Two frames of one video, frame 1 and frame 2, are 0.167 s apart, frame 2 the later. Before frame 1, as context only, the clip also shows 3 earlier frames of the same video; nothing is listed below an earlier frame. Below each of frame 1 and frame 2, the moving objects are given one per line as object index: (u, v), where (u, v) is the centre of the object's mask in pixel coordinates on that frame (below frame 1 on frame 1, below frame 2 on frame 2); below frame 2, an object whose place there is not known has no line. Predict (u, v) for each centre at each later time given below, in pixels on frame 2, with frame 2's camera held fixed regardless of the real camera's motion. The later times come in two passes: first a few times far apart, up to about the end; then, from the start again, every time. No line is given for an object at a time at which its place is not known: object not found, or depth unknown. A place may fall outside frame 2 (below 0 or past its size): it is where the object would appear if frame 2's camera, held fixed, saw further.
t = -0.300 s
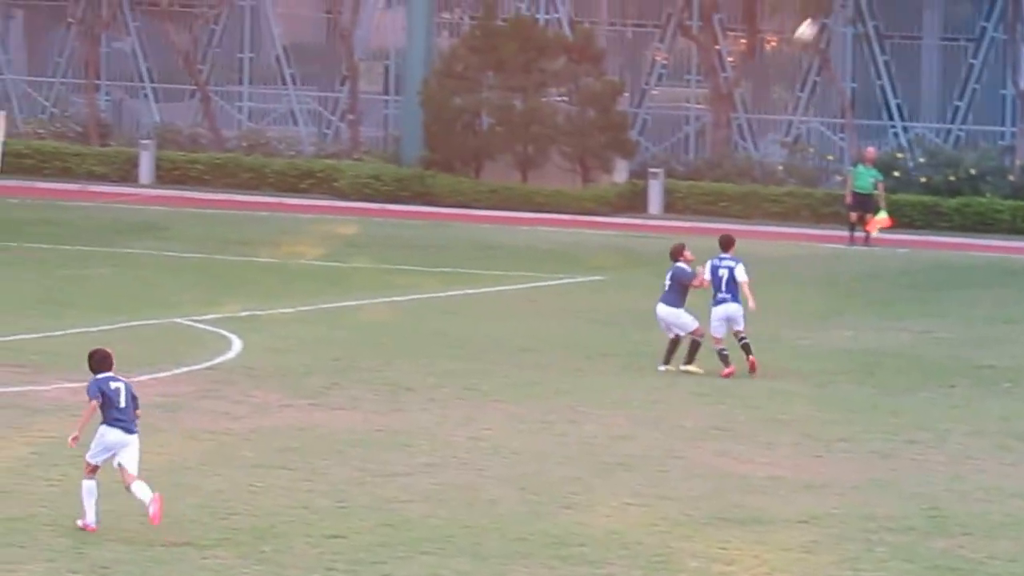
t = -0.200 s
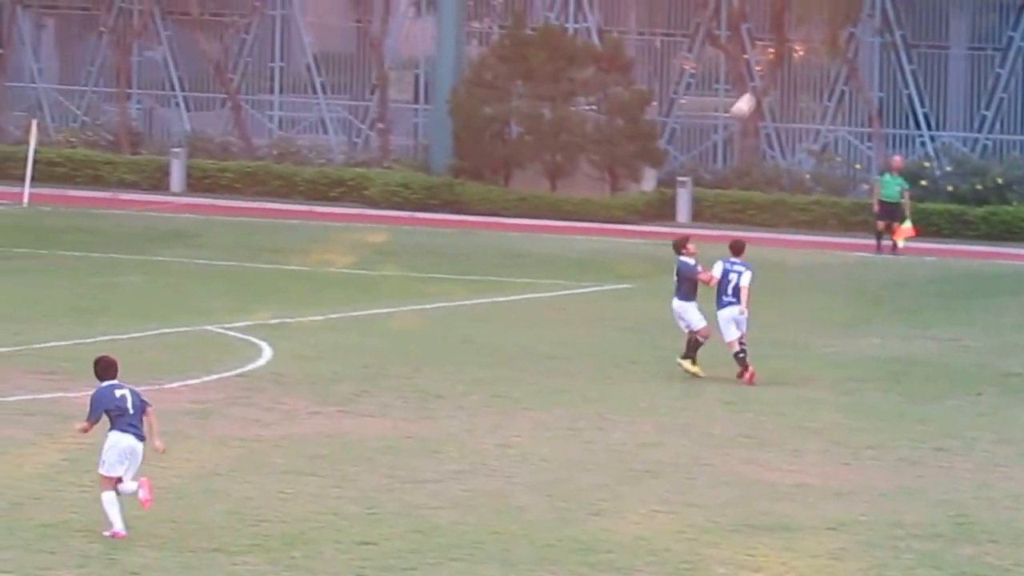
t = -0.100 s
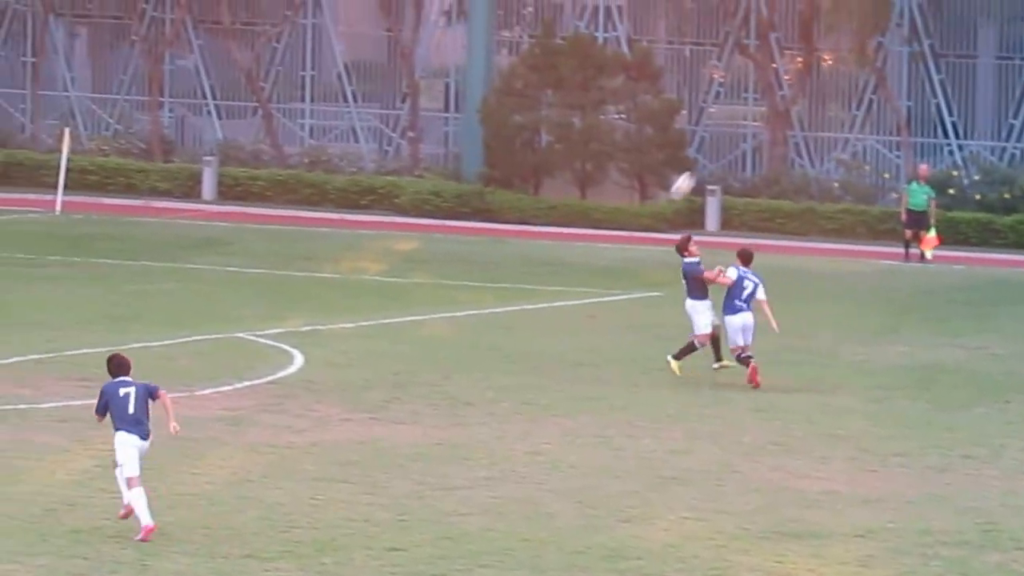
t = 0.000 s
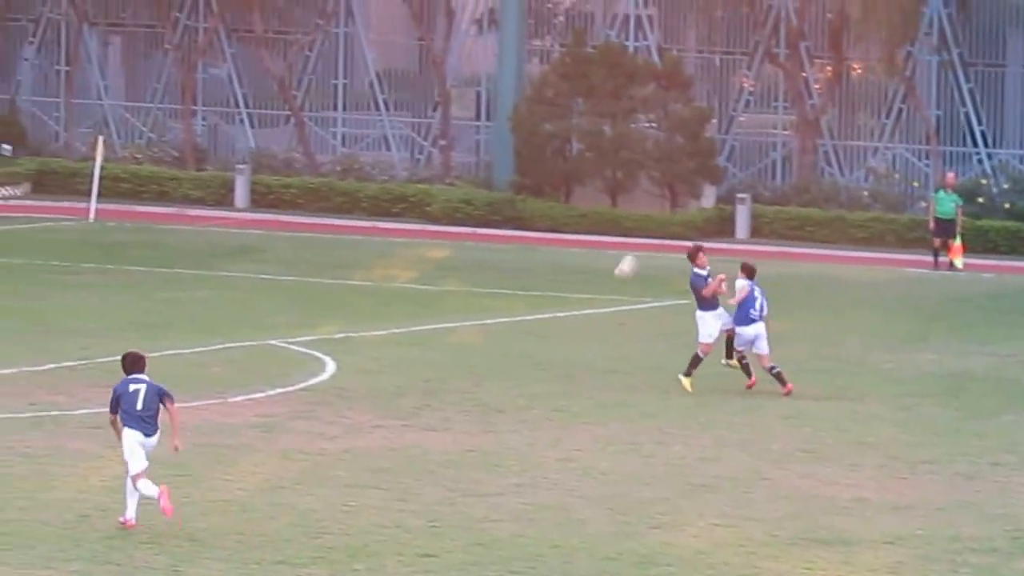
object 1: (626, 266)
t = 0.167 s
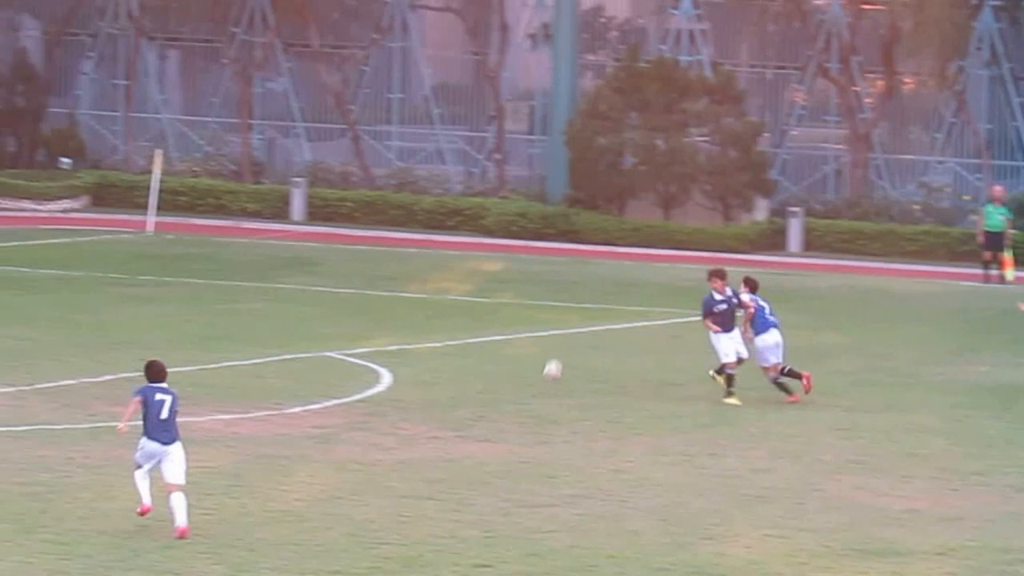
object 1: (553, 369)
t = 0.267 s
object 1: (523, 308)
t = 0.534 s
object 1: (442, 188)
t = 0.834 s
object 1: (354, 129)
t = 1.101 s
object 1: (275, 136)
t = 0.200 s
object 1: (543, 348)
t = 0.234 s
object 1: (533, 327)
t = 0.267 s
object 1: (523, 308)
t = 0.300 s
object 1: (513, 289)
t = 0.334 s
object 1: (502, 272)
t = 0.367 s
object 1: (492, 255)
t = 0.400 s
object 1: (482, 240)
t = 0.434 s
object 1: (472, 226)
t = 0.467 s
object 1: (462, 213)
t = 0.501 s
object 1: (451, 201)
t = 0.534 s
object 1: (442, 188)
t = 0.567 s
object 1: (431, 178)
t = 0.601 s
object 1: (421, 169)
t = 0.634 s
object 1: (411, 160)
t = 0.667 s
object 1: (402, 153)
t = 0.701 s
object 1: (392, 145)
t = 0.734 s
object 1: (383, 140)
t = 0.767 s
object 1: (374, 135)
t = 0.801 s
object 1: (363, 131)
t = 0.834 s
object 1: (354, 129)
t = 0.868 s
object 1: (344, 126)
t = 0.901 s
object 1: (335, 125)
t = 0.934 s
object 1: (324, 125)
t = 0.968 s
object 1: (314, 125)
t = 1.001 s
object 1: (305, 127)
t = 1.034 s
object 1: (295, 129)
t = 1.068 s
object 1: (285, 131)
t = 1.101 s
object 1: (275, 136)
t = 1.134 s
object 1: (265, 141)
